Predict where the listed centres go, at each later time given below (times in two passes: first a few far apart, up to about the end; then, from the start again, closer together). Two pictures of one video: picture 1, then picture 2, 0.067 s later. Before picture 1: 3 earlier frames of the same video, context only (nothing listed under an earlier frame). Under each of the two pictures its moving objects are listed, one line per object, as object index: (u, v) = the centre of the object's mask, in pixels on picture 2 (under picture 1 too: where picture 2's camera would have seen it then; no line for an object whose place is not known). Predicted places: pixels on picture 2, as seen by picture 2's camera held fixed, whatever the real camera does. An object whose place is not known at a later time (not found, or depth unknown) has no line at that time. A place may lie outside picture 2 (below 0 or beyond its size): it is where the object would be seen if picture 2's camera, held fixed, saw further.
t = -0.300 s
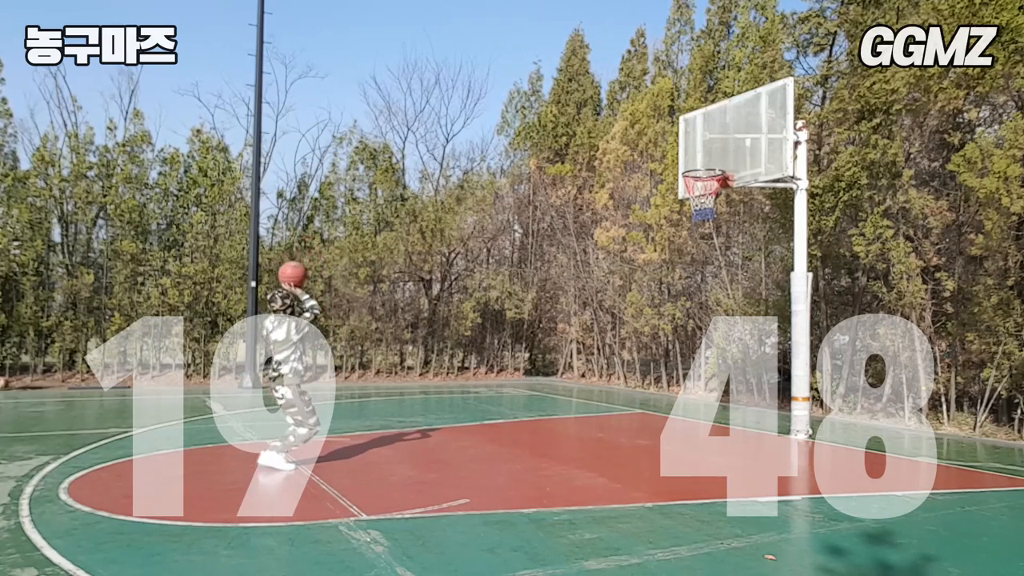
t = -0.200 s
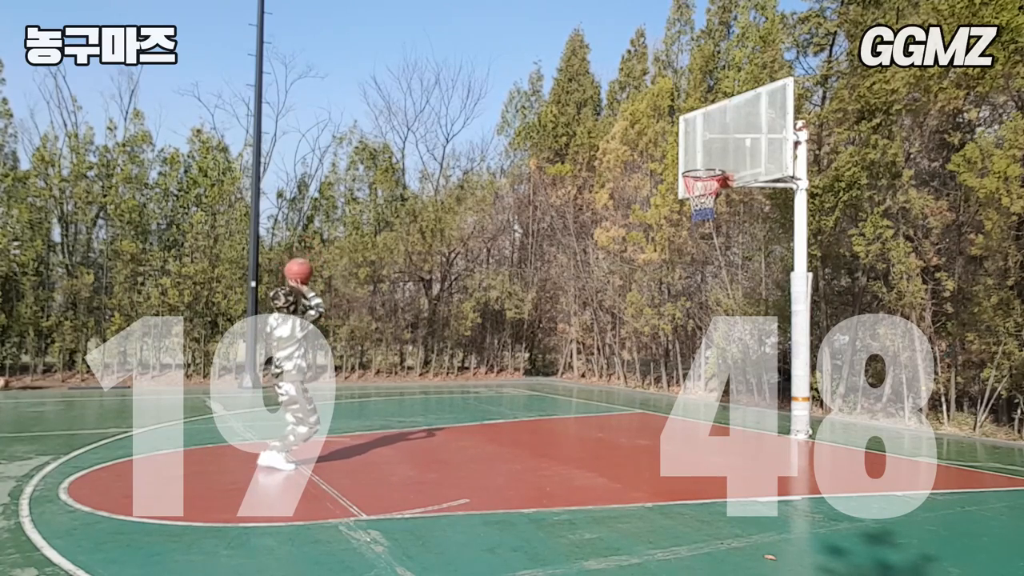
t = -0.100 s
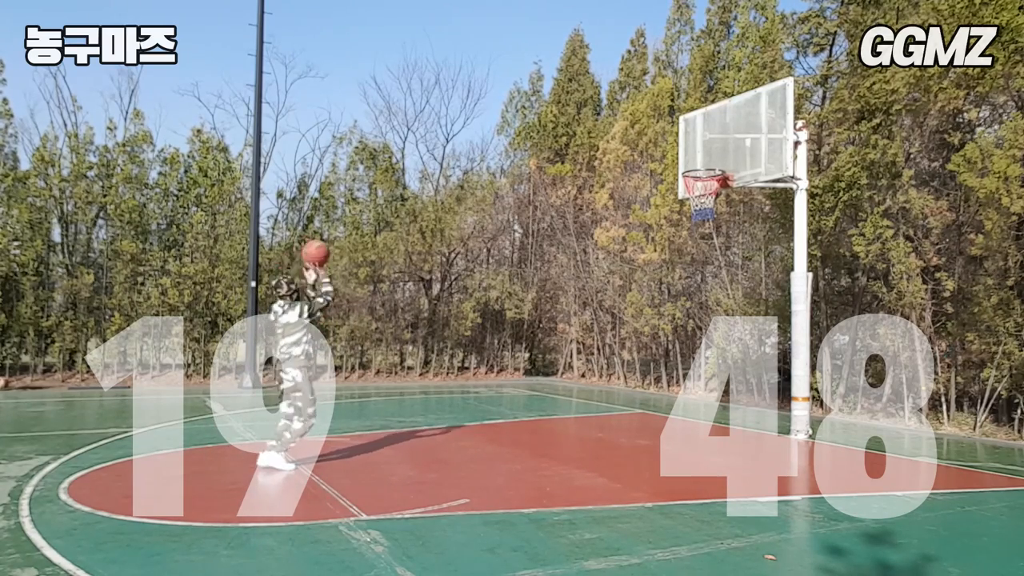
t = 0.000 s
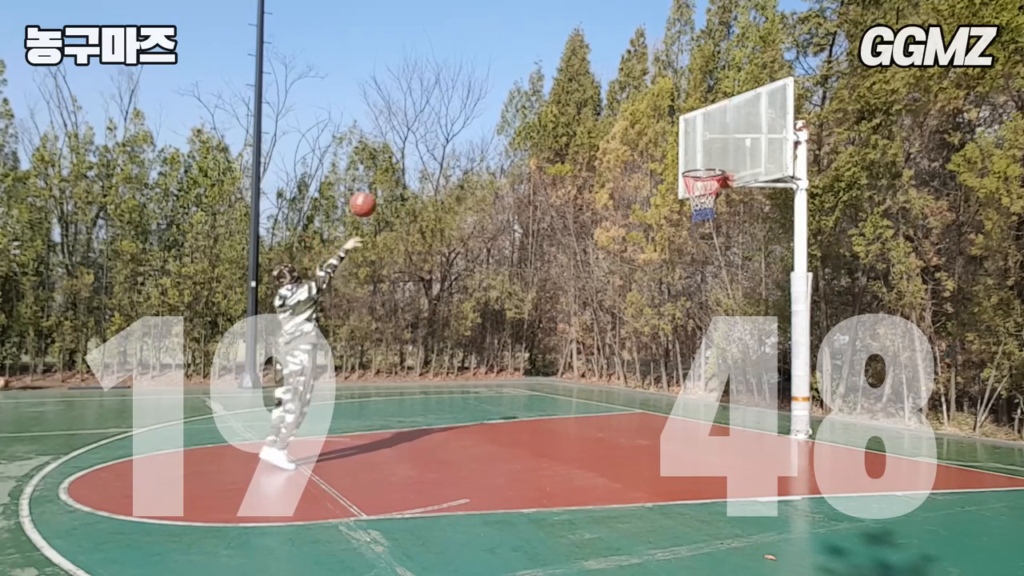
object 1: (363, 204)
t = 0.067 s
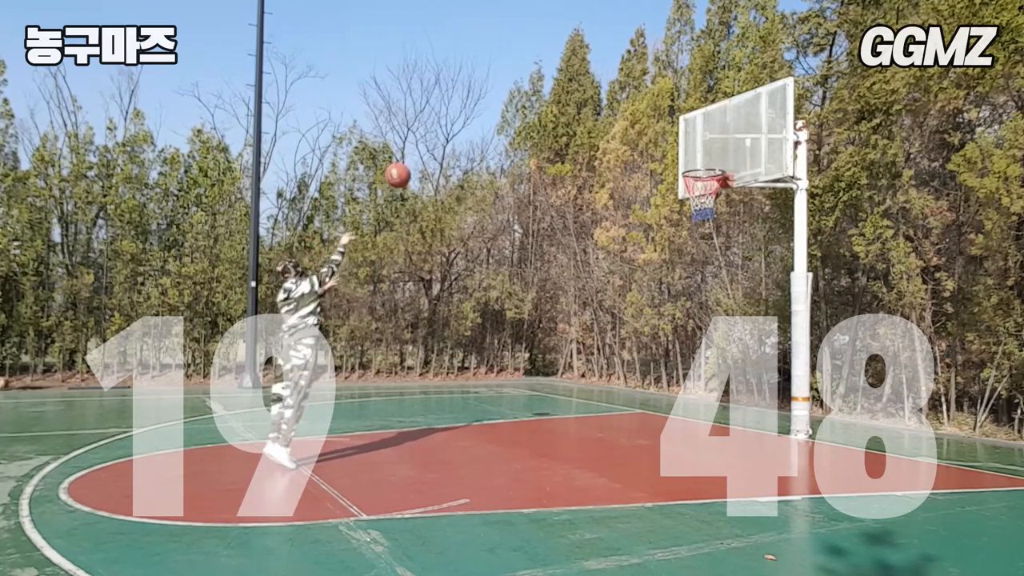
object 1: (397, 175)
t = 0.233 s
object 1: (479, 125)
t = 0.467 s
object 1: (578, 104)
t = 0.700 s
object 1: (665, 135)
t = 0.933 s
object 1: (702, 187)
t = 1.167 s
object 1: (676, 201)
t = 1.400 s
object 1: (667, 306)
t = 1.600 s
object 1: (665, 363)
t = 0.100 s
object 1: (415, 162)
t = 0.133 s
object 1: (431, 151)
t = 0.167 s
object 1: (448, 141)
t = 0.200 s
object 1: (464, 132)
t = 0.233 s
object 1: (479, 125)
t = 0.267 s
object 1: (495, 119)
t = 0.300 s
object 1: (510, 114)
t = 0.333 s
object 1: (524, 110)
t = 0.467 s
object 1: (578, 104)
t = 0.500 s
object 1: (591, 107)
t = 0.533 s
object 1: (604, 110)
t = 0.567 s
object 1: (618, 112)
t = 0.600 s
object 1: (629, 117)
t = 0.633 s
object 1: (642, 122)
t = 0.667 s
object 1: (654, 128)
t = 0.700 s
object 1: (665, 135)
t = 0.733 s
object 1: (677, 144)
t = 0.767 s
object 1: (688, 152)
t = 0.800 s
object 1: (699, 161)
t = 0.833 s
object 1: (708, 167)
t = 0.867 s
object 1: (709, 175)
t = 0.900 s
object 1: (705, 183)
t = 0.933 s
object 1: (702, 187)
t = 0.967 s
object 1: (698, 189)
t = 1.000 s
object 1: (687, 195)
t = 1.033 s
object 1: (685, 197)
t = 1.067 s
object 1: (683, 197)
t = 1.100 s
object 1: (680, 198)
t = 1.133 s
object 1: (678, 199)
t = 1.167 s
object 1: (676, 201)
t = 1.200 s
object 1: (675, 203)
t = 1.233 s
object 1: (674, 210)
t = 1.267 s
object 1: (674, 221)
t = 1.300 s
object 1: (671, 236)
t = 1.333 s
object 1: (670, 256)
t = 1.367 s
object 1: (668, 279)
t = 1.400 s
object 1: (667, 306)
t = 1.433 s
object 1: (664, 338)
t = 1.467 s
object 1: (663, 373)
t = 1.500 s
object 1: (661, 412)
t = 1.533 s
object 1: (661, 420)
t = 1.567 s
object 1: (663, 390)
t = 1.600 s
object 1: (665, 363)
